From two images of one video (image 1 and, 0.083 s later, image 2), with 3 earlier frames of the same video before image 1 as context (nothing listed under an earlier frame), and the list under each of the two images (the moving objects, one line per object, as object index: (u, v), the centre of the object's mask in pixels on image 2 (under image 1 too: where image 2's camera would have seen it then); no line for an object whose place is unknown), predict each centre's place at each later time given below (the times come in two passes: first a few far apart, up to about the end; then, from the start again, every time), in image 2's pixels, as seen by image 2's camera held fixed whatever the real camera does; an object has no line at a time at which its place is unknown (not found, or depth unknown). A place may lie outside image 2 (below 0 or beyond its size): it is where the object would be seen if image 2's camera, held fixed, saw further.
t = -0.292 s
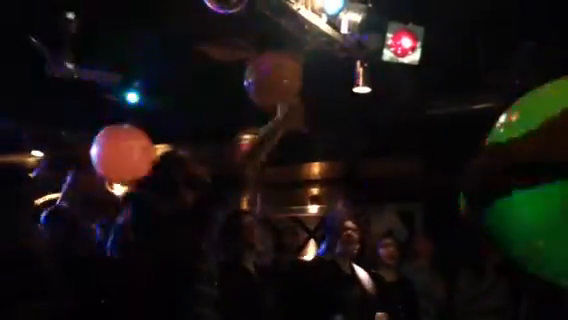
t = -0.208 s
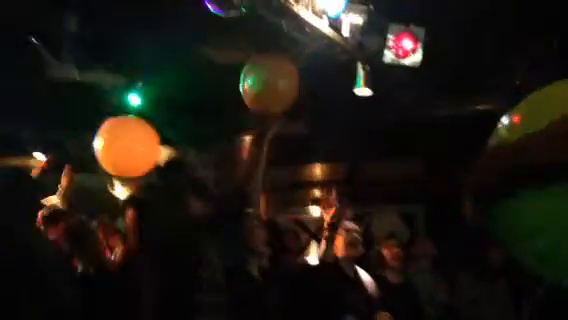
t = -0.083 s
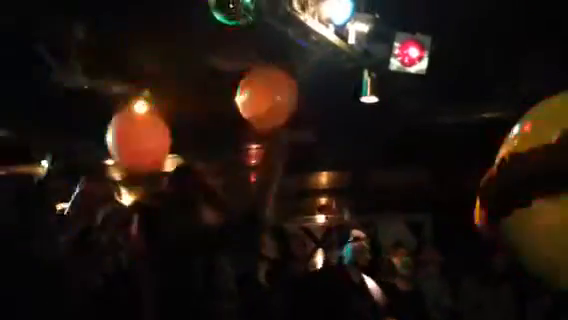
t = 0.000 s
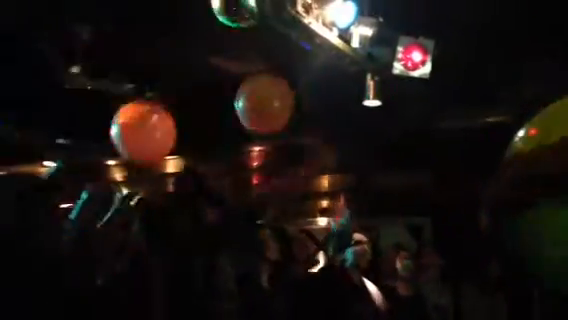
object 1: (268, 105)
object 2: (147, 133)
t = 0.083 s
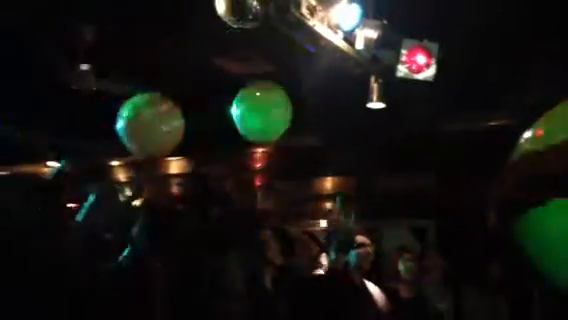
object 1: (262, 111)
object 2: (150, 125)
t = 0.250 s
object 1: (250, 127)
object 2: (155, 114)
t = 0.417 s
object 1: (240, 146)
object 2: (160, 106)
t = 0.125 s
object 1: (259, 114)
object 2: (151, 121)
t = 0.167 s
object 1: (256, 117)
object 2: (152, 119)
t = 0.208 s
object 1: (253, 122)
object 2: (154, 116)
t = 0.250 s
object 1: (250, 127)
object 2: (155, 114)
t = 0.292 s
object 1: (247, 131)
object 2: (156, 112)
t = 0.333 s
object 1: (245, 136)
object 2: (157, 110)
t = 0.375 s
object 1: (242, 143)
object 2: (159, 108)
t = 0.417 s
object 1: (240, 146)
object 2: (160, 106)
